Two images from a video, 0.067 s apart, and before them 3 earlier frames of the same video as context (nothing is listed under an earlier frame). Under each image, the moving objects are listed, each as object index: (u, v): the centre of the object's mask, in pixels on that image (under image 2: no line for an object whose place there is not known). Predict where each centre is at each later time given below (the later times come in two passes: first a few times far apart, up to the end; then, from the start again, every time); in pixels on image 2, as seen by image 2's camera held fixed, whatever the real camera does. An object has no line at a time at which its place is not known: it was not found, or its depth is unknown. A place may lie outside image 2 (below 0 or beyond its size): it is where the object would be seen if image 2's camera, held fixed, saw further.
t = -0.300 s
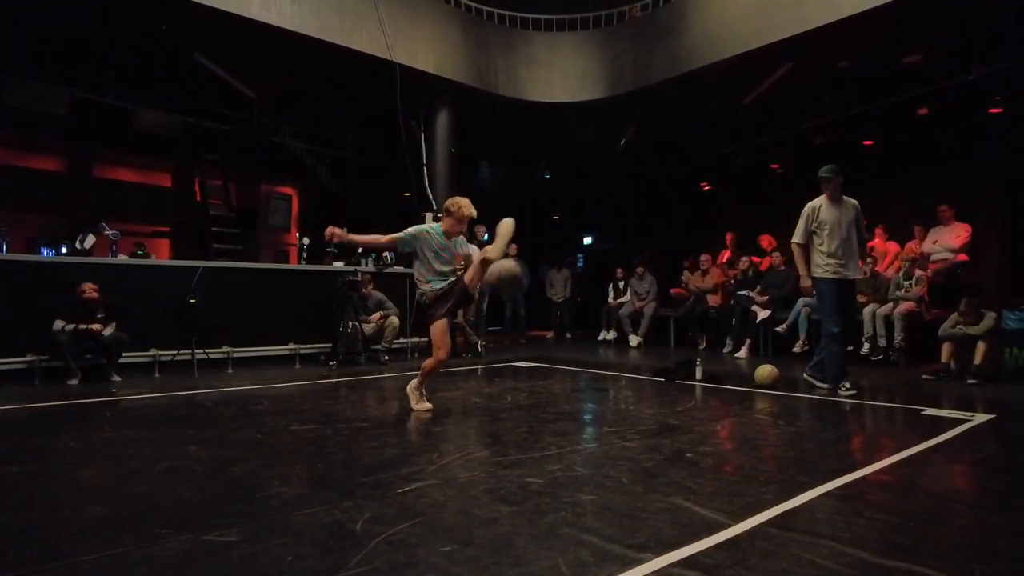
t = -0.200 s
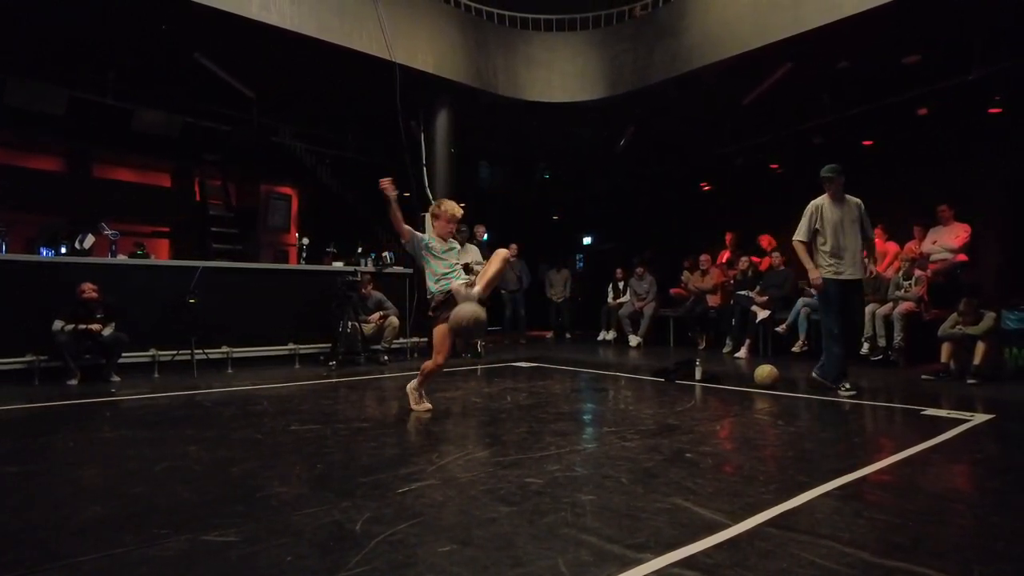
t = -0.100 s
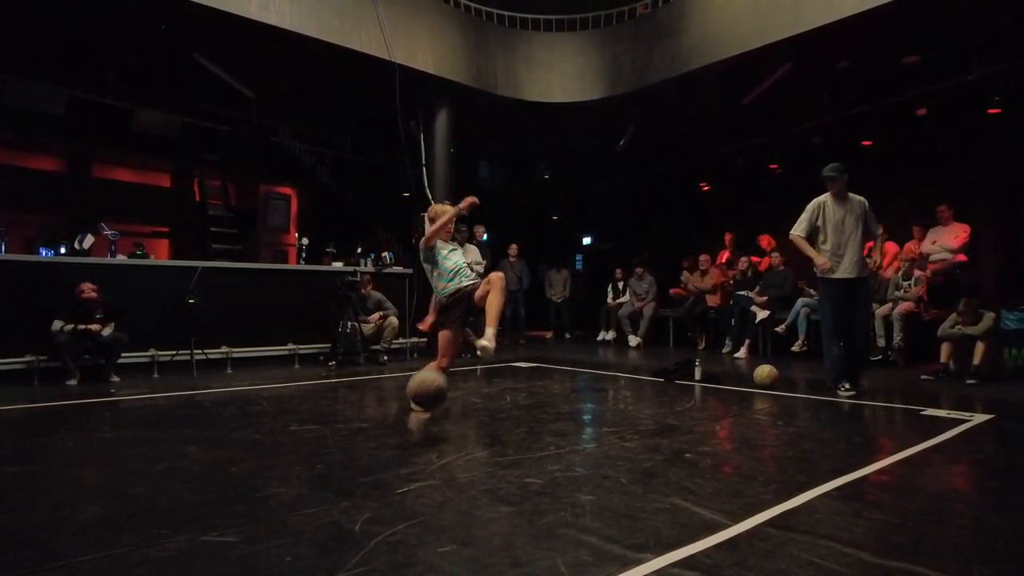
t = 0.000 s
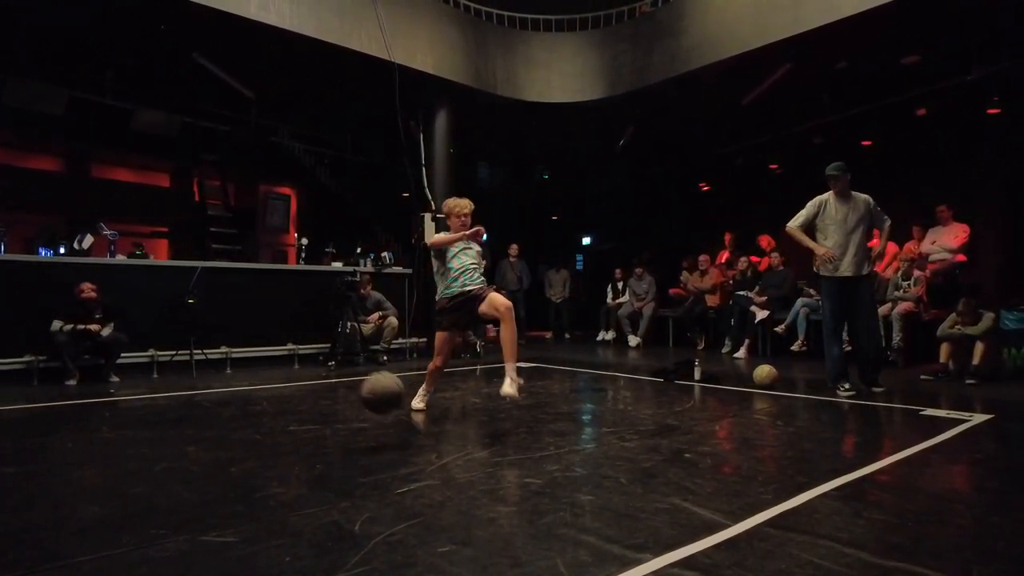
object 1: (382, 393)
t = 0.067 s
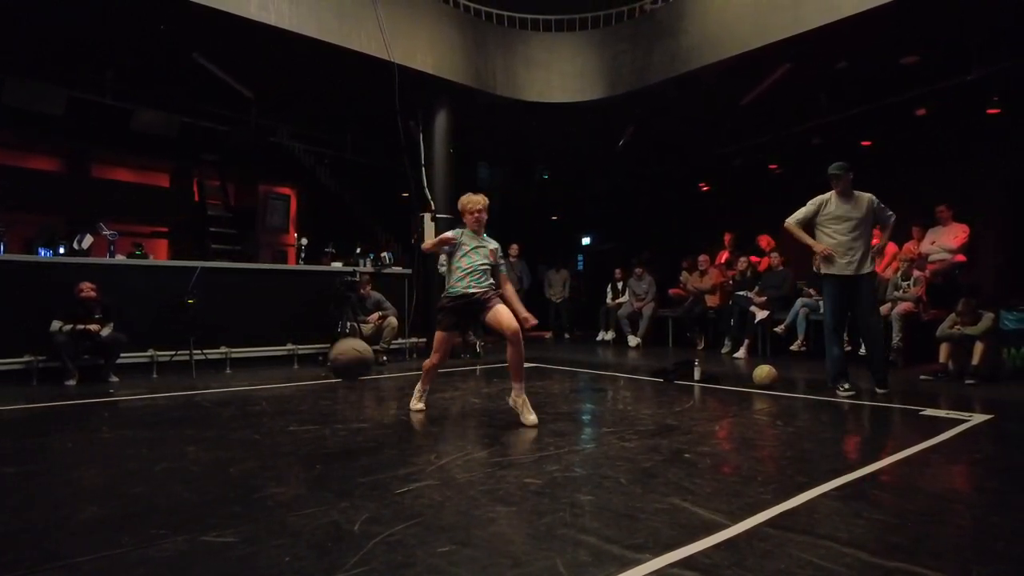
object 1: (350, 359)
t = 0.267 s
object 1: (247, 301)
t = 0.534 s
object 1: (86, 357)
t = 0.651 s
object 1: (17, 438)
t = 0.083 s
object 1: (342, 352)
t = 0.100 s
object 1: (334, 341)
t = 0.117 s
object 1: (326, 339)
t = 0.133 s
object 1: (318, 334)
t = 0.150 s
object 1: (309, 326)
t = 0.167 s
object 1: (301, 321)
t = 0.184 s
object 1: (292, 314)
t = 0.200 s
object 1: (283, 310)
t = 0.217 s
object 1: (274, 308)
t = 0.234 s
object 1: (265, 305)
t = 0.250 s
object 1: (256, 303)
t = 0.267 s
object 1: (247, 301)
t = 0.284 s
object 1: (238, 299)
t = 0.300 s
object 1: (228, 300)
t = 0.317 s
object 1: (220, 299)
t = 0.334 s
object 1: (210, 300)
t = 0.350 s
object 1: (201, 301)
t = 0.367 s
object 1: (191, 301)
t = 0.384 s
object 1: (181, 303)
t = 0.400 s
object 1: (171, 307)
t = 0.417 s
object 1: (161, 309)
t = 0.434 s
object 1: (150, 314)
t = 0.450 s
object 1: (140, 317)
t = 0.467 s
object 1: (130, 324)
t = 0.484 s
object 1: (119, 332)
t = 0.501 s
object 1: (108, 339)
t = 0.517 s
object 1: (96, 347)
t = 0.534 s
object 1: (86, 357)
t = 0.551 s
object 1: (75, 364)
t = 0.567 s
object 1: (63, 371)
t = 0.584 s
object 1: (50, 386)
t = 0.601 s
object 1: (38, 398)
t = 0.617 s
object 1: (29, 412)
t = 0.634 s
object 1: (23, 424)
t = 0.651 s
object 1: (17, 438)
